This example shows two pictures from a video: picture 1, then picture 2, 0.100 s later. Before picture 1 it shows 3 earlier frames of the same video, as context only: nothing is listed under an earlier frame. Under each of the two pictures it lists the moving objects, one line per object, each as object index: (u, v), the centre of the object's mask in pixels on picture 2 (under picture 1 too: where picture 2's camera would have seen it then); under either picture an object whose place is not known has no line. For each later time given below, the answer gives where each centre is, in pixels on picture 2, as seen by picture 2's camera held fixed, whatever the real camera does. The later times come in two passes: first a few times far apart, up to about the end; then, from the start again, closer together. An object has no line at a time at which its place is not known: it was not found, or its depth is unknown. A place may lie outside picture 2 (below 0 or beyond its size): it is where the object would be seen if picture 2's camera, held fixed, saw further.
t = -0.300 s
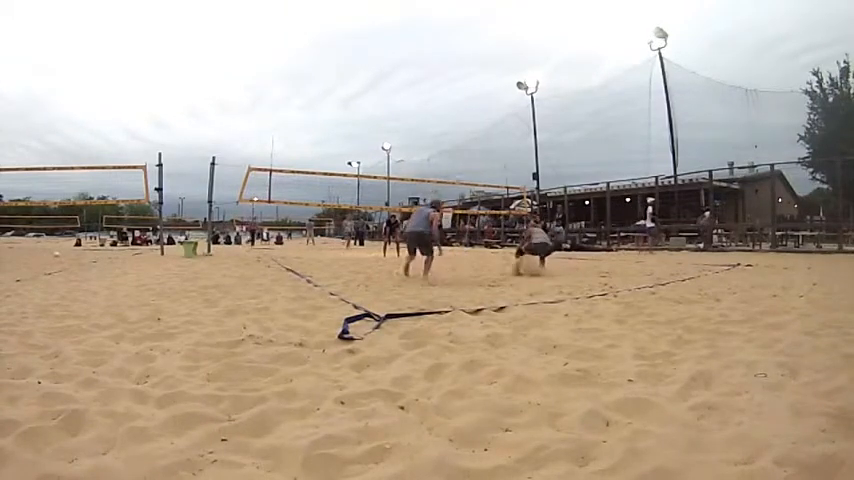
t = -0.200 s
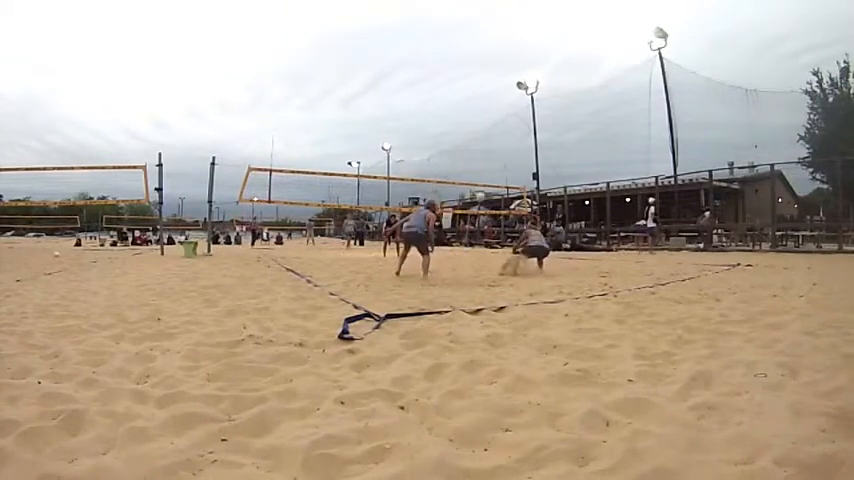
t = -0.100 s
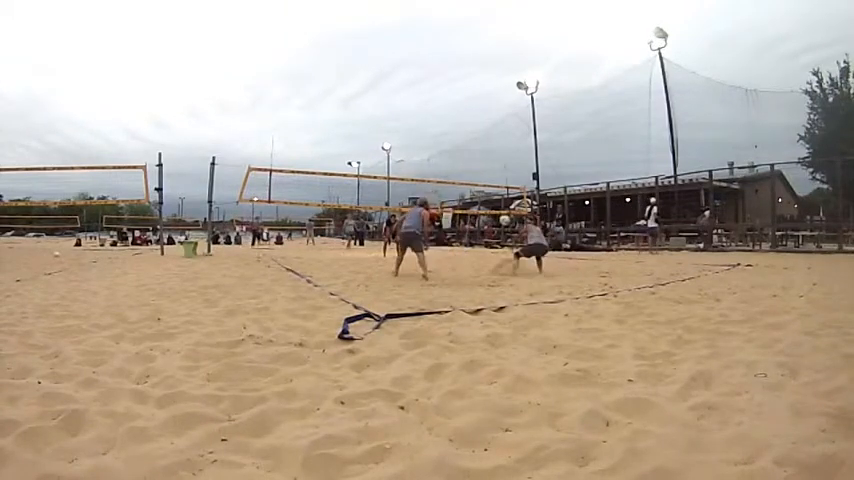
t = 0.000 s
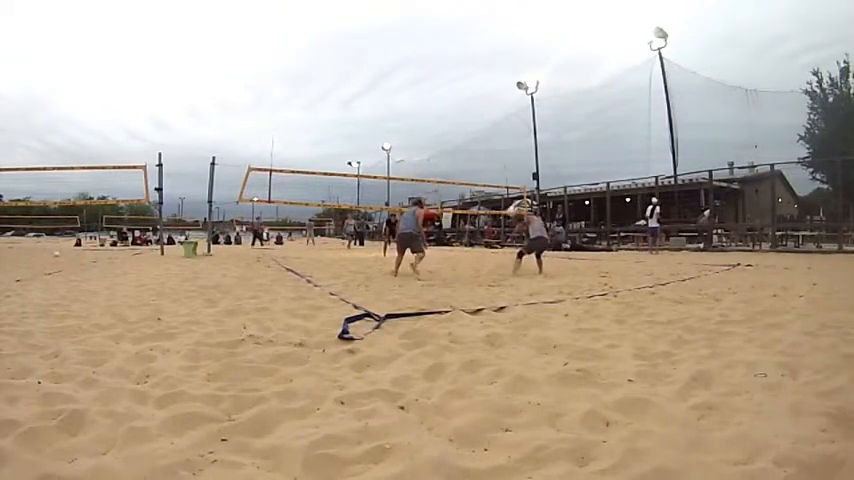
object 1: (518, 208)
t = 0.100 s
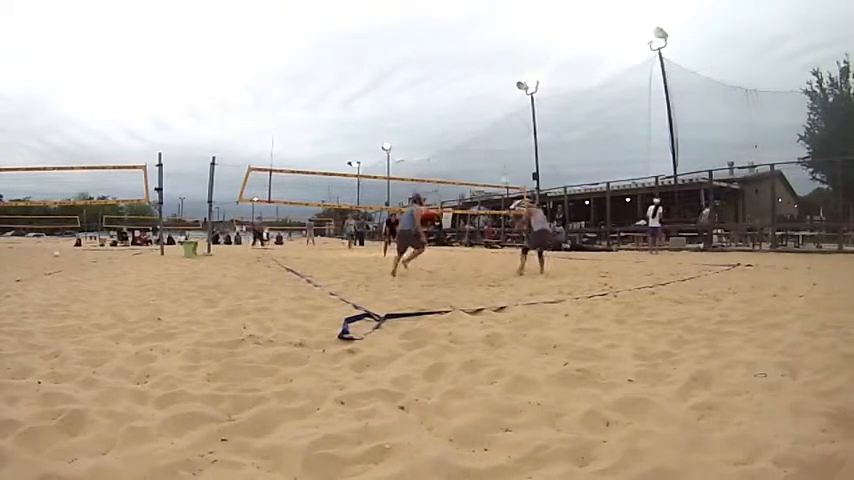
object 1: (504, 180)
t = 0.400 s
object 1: (488, 128)
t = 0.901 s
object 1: (466, 119)
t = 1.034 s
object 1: (462, 132)
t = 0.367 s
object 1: (490, 132)
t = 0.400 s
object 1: (488, 128)
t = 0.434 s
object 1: (487, 124)
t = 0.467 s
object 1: (485, 121)
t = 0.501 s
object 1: (483, 118)
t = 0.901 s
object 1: (466, 119)
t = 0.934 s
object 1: (465, 122)
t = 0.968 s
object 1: (464, 125)
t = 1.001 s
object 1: (463, 128)
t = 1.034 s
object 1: (462, 132)
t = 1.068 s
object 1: (461, 136)
